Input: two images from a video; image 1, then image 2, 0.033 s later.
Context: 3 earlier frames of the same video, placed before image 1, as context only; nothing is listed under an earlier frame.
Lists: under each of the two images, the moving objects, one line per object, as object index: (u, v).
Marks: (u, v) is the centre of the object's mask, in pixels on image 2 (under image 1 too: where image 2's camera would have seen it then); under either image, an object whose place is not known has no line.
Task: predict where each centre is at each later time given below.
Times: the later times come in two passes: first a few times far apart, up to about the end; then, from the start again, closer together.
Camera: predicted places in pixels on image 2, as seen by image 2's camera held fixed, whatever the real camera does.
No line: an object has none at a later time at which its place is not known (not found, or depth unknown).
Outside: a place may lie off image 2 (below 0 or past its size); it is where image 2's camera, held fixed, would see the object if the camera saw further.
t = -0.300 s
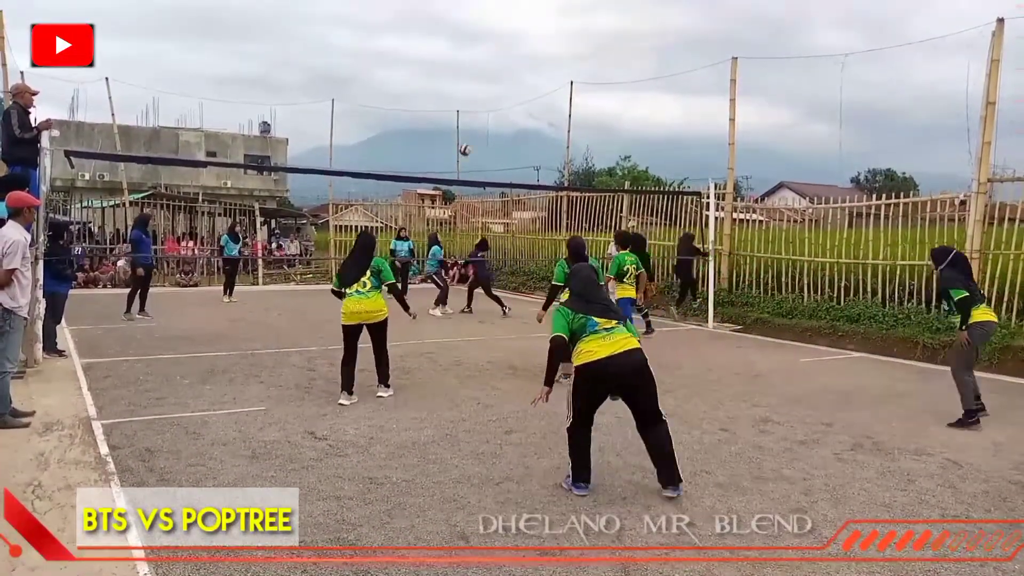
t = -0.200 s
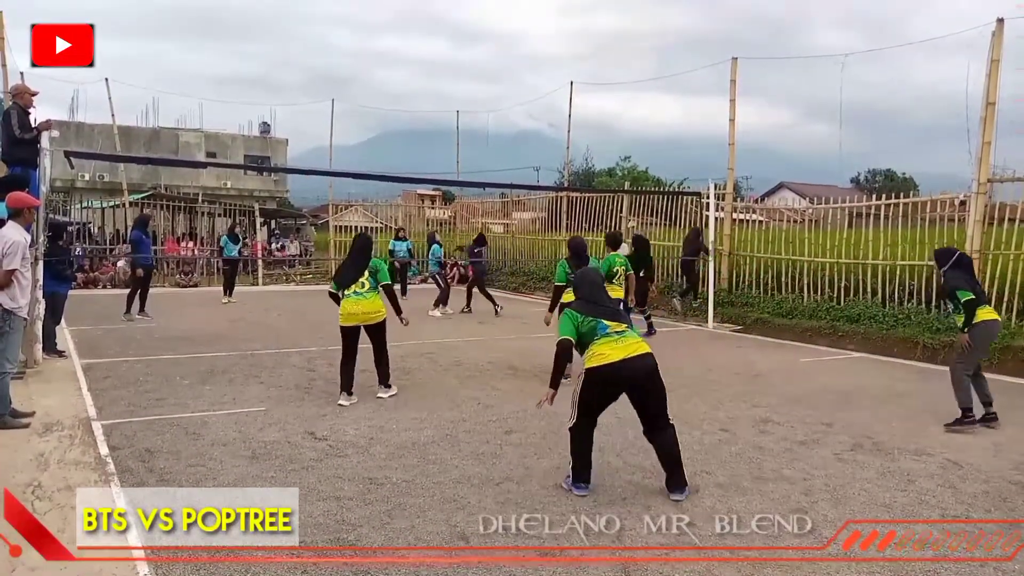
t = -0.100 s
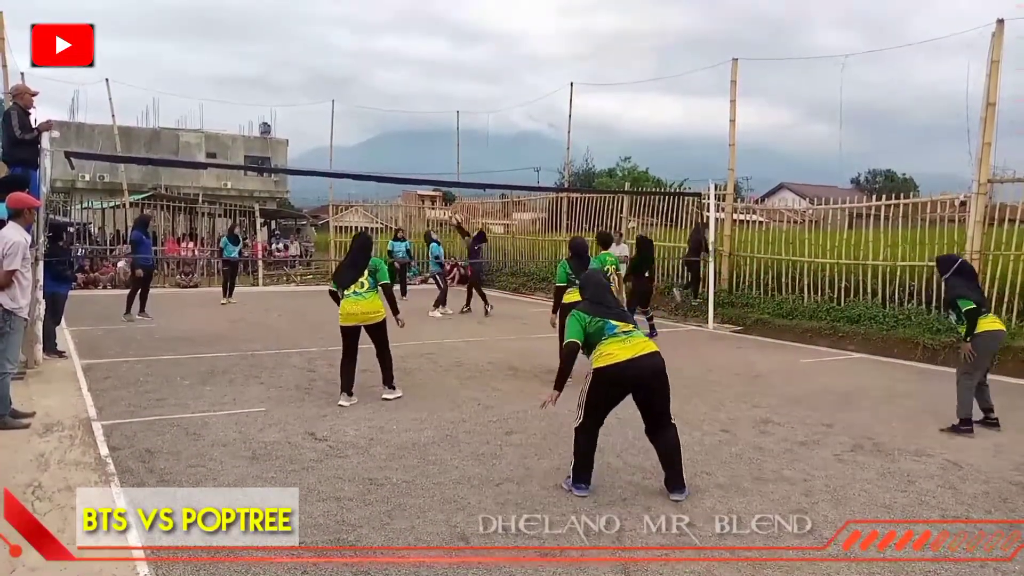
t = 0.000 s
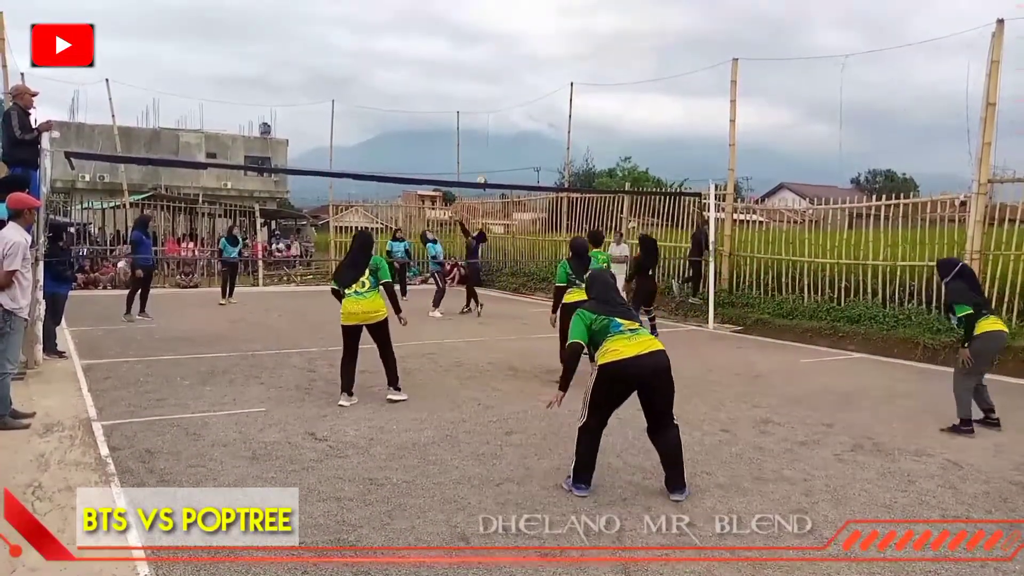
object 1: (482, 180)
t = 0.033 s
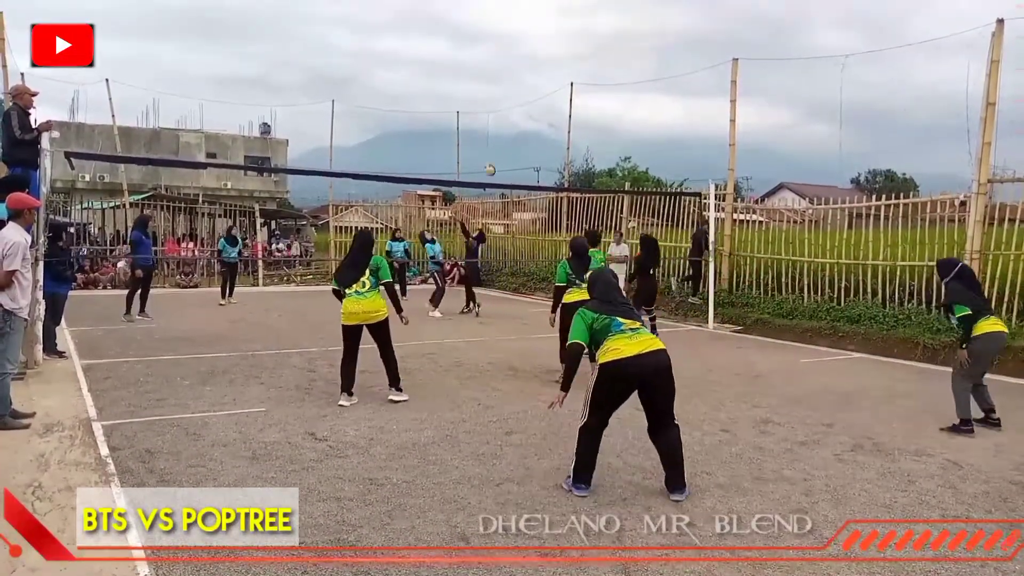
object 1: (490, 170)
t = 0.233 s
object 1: (546, 103)
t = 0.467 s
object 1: (629, 47)
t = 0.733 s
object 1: (754, 26)
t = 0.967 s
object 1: (893, 65)
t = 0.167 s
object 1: (526, 125)
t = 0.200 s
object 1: (536, 113)
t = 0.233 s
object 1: (546, 103)
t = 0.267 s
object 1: (556, 94)
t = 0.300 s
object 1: (568, 85)
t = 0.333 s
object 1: (579, 76)
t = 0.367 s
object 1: (591, 68)
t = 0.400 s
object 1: (604, 60)
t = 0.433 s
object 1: (616, 54)
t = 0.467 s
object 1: (629, 47)
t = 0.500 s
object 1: (643, 42)
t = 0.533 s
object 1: (657, 37)
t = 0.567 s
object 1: (671, 33)
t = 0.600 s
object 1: (687, 30)
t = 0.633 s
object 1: (703, 28)
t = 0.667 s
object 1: (719, 26)
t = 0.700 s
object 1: (736, 26)
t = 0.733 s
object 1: (754, 26)
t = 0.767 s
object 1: (771, 28)
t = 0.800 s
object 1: (790, 31)
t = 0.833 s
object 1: (809, 35)
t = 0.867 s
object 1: (829, 39)
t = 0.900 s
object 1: (850, 46)
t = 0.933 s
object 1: (871, 55)
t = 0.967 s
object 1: (893, 65)
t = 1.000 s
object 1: (916, 76)
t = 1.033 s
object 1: (940, 89)
